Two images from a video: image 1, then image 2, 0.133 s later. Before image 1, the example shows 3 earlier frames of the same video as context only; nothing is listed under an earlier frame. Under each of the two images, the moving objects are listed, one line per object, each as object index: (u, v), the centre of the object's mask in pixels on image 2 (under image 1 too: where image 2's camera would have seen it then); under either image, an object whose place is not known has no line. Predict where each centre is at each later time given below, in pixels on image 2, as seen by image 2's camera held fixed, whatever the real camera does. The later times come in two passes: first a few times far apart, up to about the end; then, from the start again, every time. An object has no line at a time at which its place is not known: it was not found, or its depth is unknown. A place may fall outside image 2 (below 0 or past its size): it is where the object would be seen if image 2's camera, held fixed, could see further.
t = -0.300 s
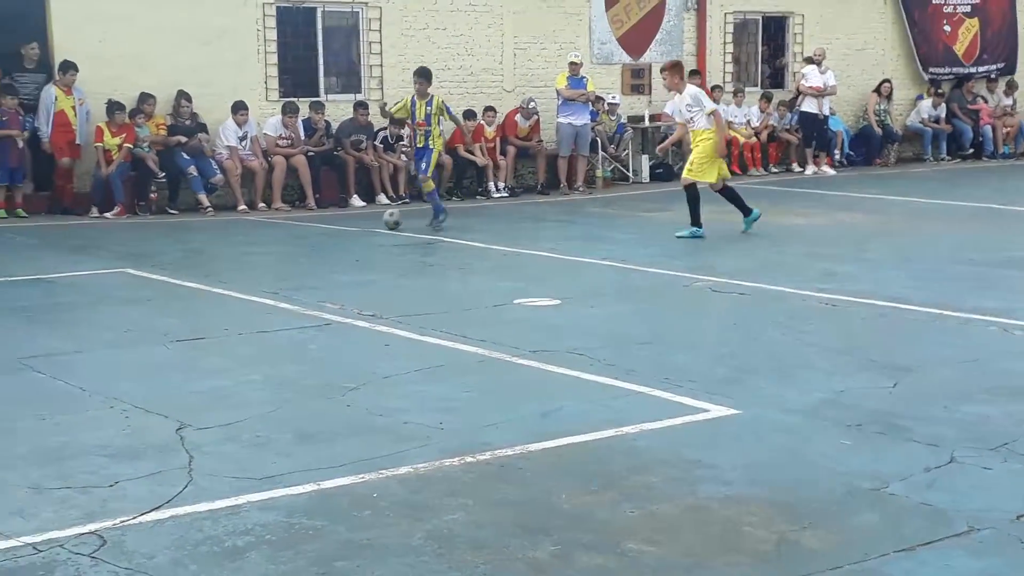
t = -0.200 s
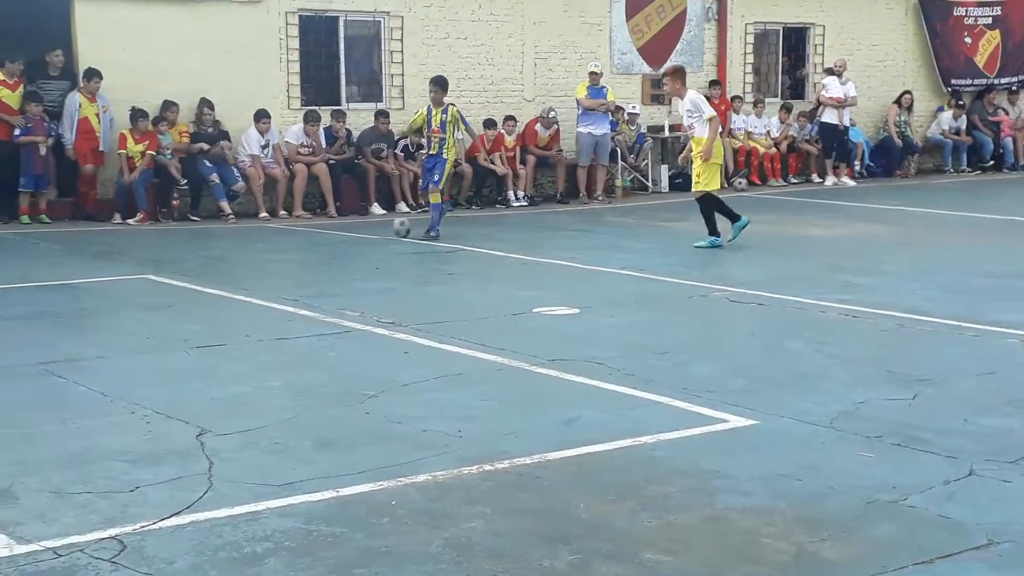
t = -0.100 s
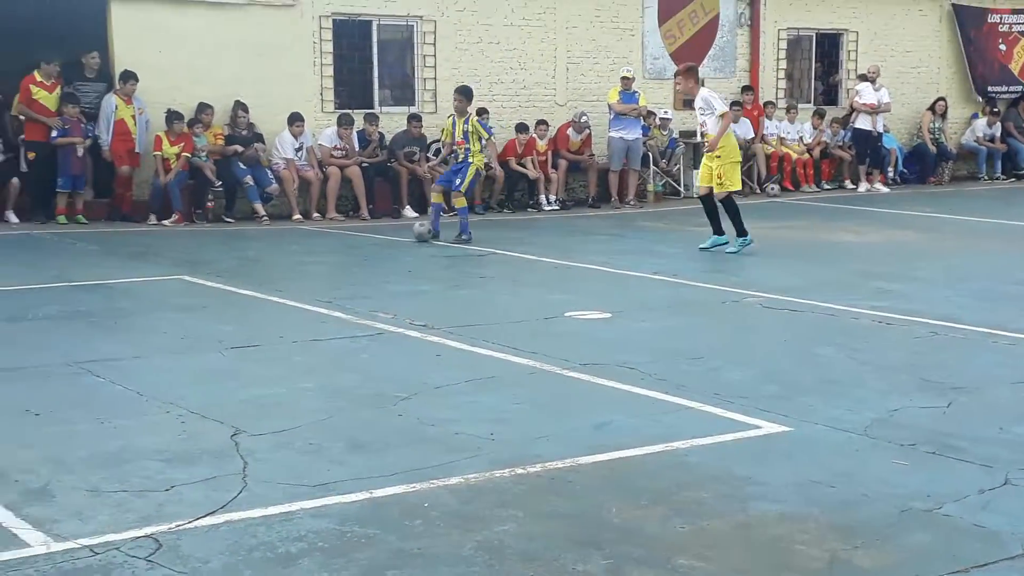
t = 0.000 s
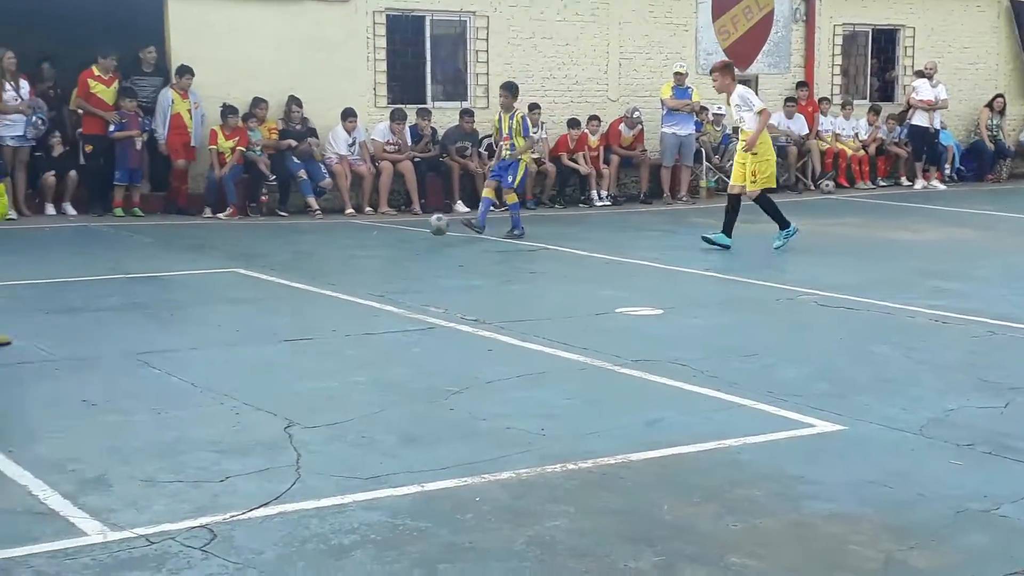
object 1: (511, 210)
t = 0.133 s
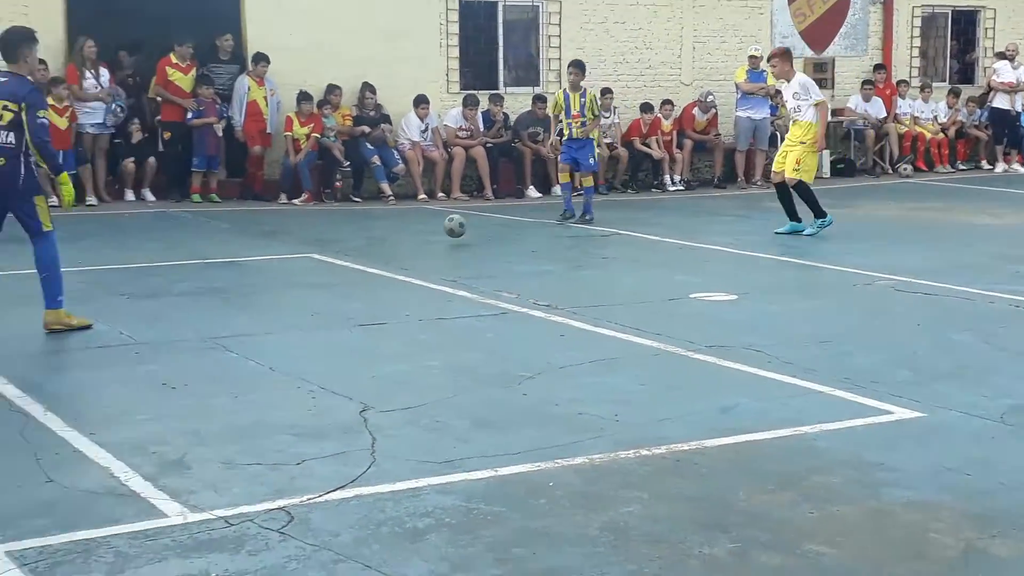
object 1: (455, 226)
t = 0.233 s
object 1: (410, 238)
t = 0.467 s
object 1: (301, 266)
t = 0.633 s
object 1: (219, 290)
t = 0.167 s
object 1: (439, 234)
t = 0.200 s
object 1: (424, 238)
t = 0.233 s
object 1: (410, 238)
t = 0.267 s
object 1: (397, 239)
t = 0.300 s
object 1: (381, 242)
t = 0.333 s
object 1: (365, 246)
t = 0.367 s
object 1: (349, 252)
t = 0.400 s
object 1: (332, 261)
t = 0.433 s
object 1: (316, 267)
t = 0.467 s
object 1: (301, 266)
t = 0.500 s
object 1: (285, 267)
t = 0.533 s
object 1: (270, 270)
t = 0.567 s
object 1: (254, 275)
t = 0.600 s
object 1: (238, 280)
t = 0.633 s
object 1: (219, 290)
